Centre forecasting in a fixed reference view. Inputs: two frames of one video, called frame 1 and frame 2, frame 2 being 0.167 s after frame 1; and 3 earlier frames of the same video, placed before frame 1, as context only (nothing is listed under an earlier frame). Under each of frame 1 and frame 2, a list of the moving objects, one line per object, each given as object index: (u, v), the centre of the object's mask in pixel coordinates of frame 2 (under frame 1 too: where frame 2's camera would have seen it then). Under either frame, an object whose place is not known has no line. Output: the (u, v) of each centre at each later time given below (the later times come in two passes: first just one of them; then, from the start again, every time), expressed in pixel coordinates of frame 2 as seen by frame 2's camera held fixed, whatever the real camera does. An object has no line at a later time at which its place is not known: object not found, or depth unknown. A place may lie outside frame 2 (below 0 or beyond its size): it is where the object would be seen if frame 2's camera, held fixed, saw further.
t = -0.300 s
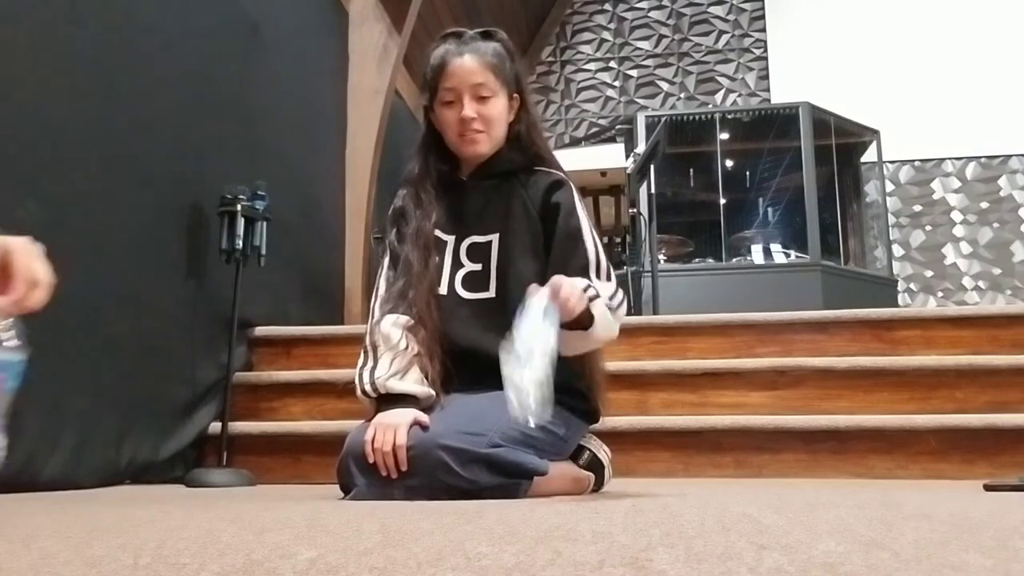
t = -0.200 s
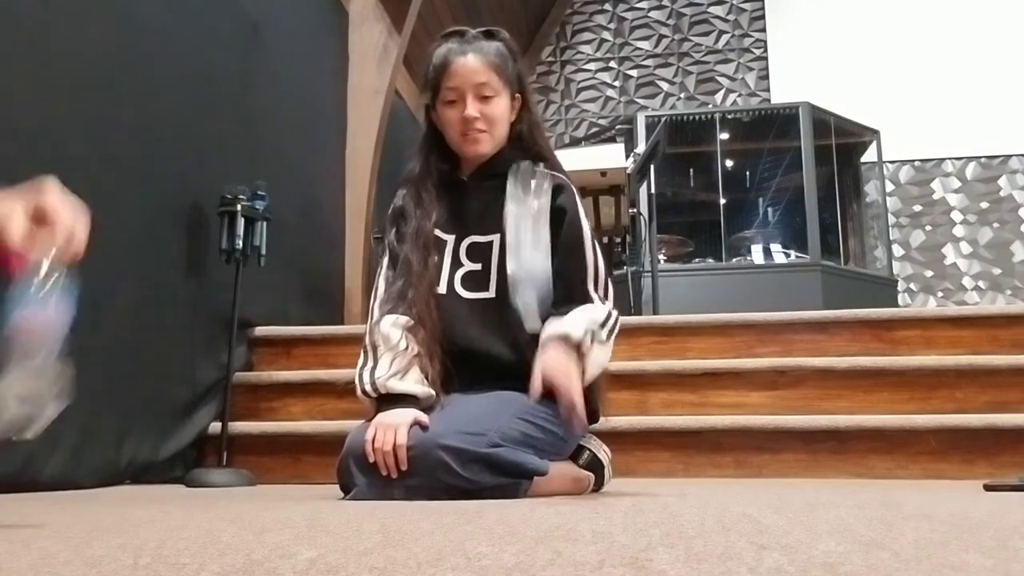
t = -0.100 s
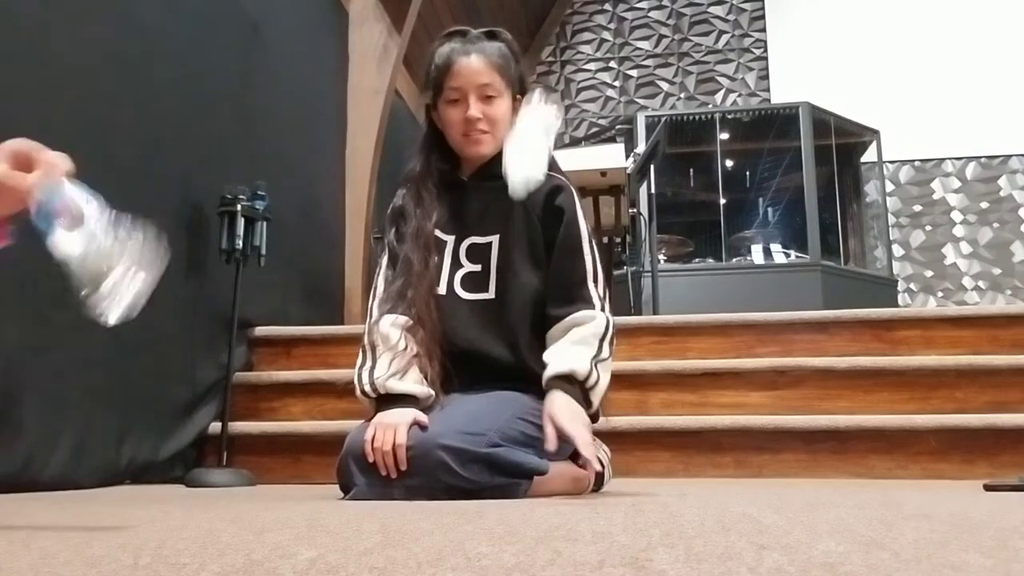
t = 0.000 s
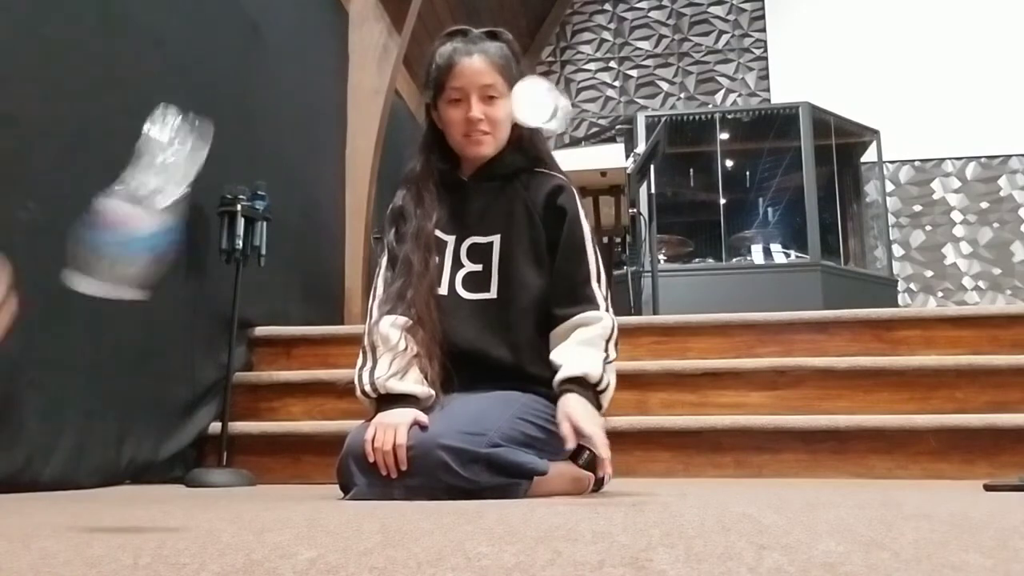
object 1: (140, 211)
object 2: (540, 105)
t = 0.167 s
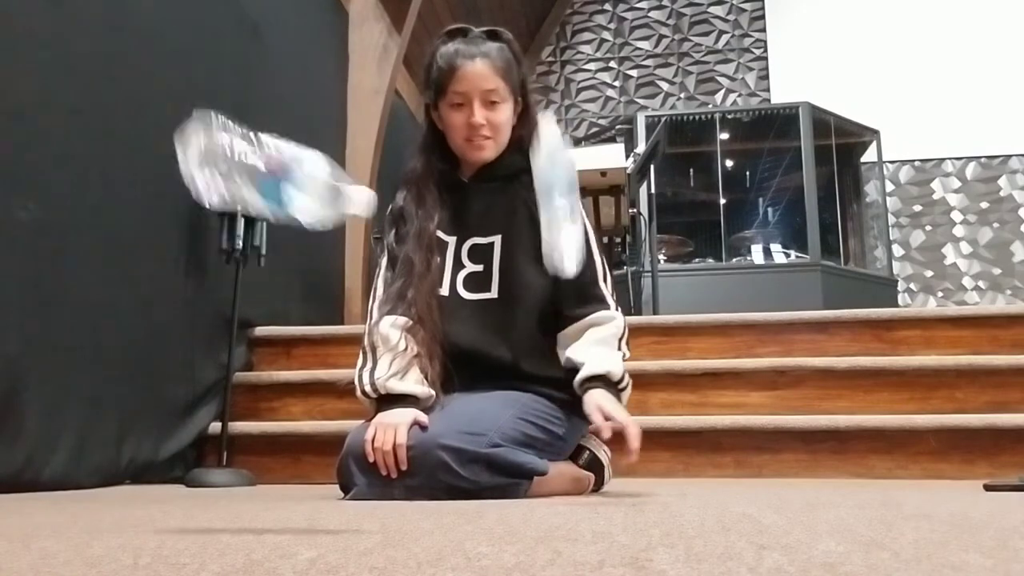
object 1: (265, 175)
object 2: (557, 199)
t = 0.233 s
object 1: (291, 255)
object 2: (565, 288)
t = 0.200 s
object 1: (279, 207)
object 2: (562, 243)
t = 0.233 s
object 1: (291, 255)
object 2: (565, 288)
